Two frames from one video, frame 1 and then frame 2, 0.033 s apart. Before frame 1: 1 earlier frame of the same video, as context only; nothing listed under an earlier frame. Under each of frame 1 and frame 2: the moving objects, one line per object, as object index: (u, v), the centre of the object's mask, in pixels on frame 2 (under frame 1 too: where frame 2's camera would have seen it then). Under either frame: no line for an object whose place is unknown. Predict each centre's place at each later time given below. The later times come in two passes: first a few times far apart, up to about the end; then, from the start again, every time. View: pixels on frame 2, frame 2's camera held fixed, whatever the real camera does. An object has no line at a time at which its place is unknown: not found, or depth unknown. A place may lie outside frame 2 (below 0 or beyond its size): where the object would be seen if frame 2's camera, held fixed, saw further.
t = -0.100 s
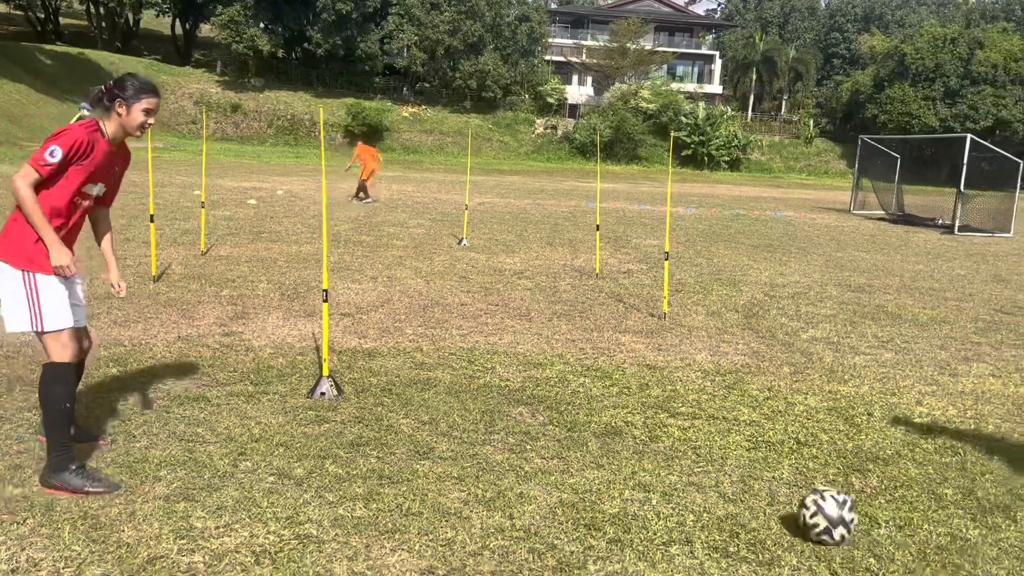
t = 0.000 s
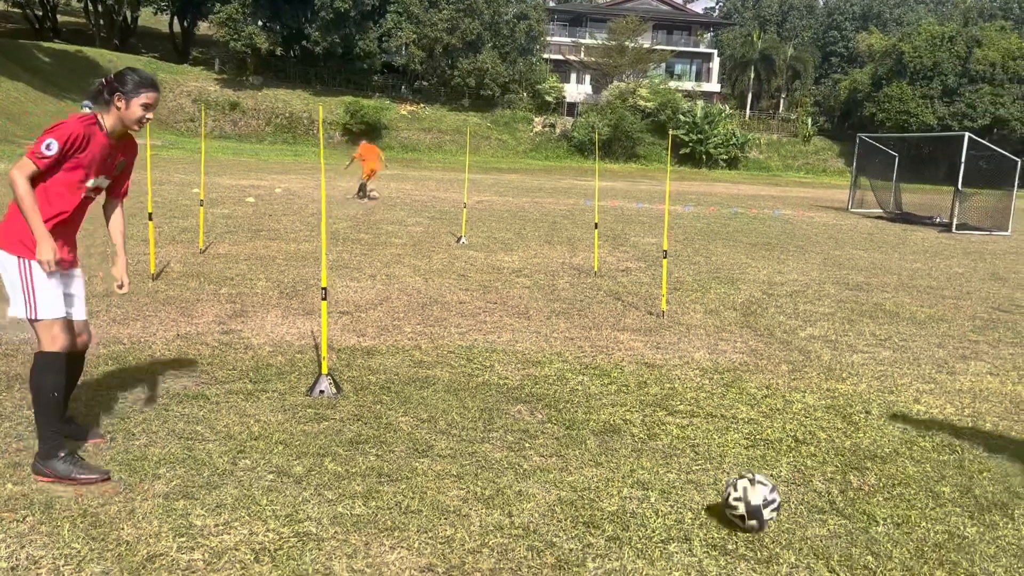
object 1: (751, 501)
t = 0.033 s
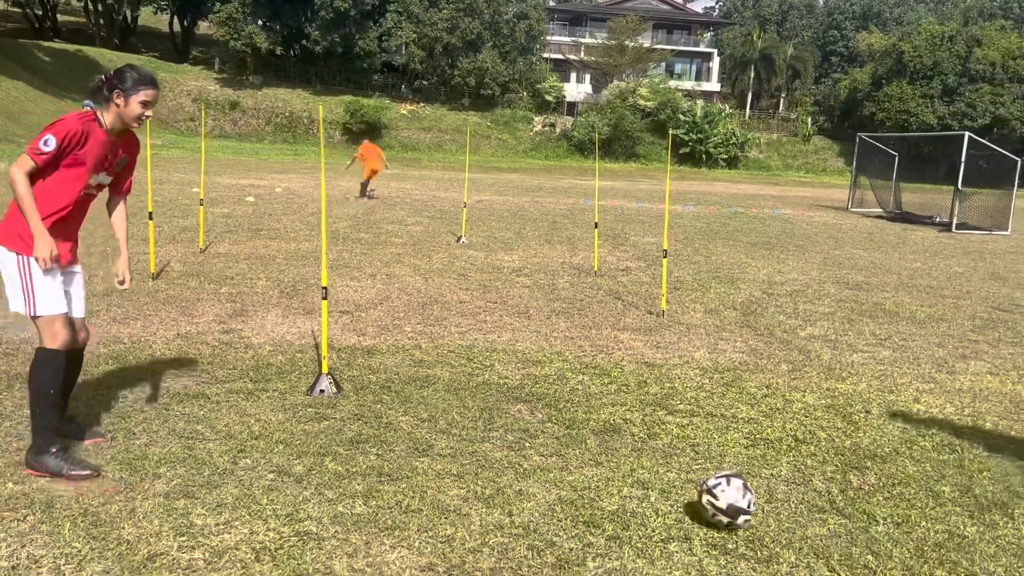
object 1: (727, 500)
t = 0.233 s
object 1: (586, 491)
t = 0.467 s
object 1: (433, 478)
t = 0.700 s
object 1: (289, 474)
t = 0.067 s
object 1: (701, 500)
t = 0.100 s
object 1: (678, 498)
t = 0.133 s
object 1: (654, 496)
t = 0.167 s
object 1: (631, 495)
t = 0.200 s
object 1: (607, 492)
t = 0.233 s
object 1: (586, 491)
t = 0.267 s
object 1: (563, 490)
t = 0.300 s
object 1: (540, 490)
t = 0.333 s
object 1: (518, 487)
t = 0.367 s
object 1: (496, 484)
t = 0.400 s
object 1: (475, 484)
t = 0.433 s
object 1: (453, 481)
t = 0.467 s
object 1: (433, 478)
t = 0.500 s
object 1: (412, 477)
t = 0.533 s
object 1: (391, 476)
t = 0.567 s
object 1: (370, 478)
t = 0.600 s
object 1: (349, 476)
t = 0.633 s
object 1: (328, 475)
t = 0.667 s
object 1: (309, 475)
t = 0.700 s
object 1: (289, 474)
